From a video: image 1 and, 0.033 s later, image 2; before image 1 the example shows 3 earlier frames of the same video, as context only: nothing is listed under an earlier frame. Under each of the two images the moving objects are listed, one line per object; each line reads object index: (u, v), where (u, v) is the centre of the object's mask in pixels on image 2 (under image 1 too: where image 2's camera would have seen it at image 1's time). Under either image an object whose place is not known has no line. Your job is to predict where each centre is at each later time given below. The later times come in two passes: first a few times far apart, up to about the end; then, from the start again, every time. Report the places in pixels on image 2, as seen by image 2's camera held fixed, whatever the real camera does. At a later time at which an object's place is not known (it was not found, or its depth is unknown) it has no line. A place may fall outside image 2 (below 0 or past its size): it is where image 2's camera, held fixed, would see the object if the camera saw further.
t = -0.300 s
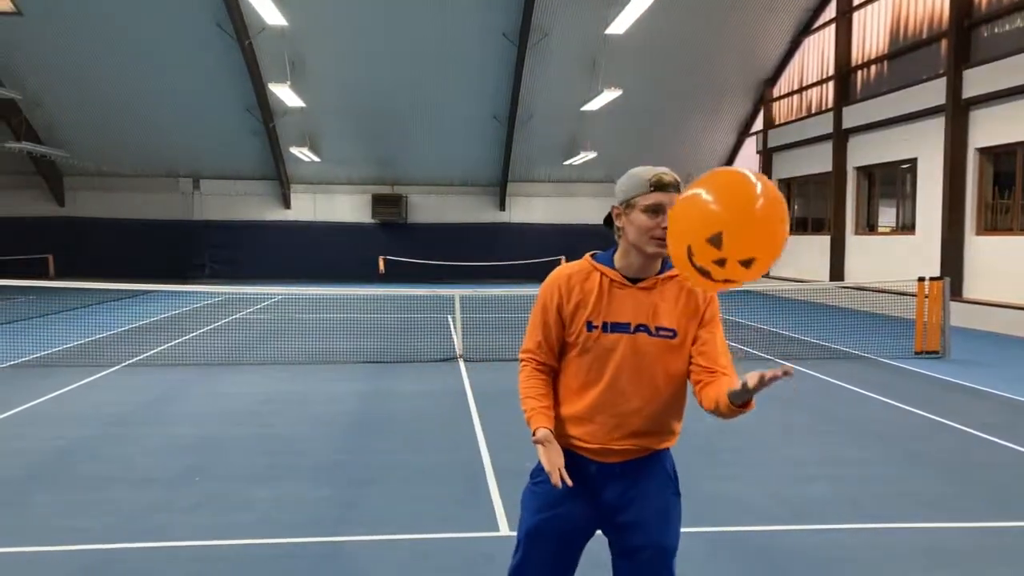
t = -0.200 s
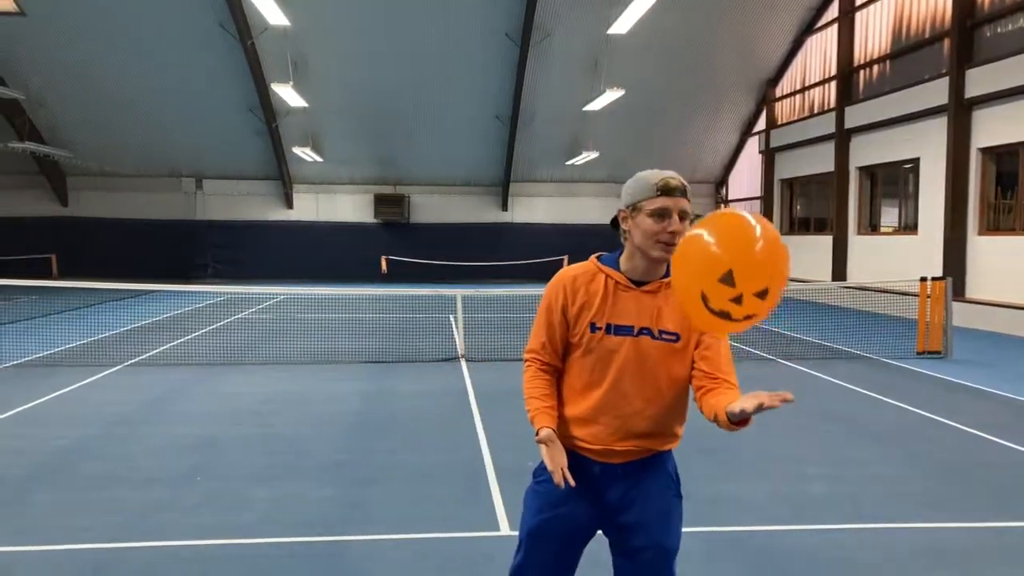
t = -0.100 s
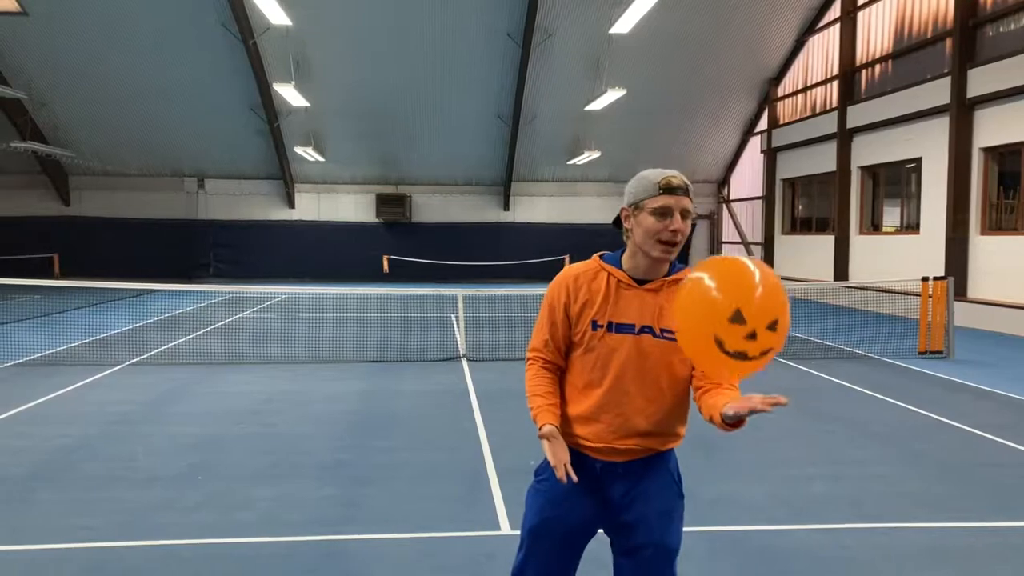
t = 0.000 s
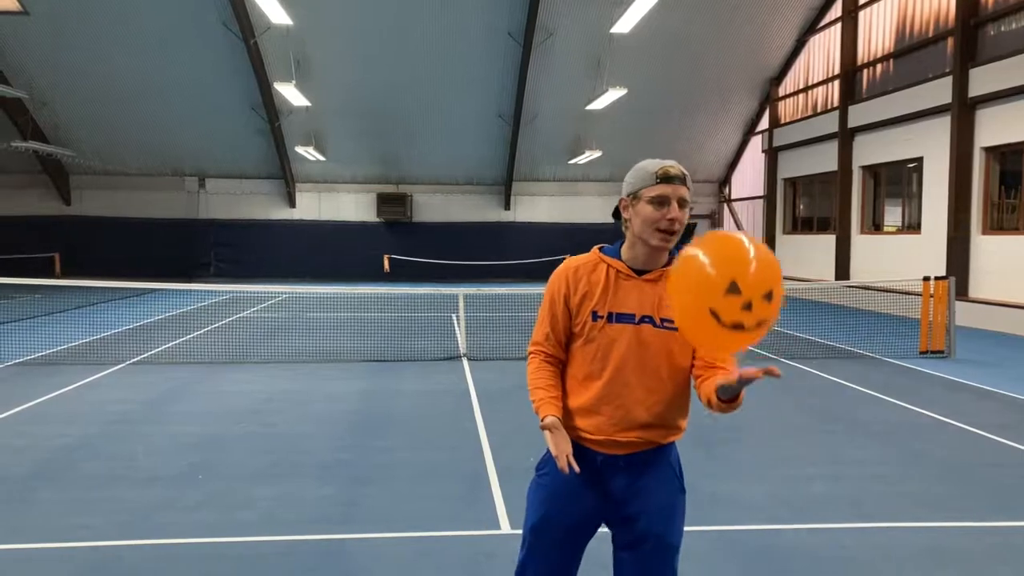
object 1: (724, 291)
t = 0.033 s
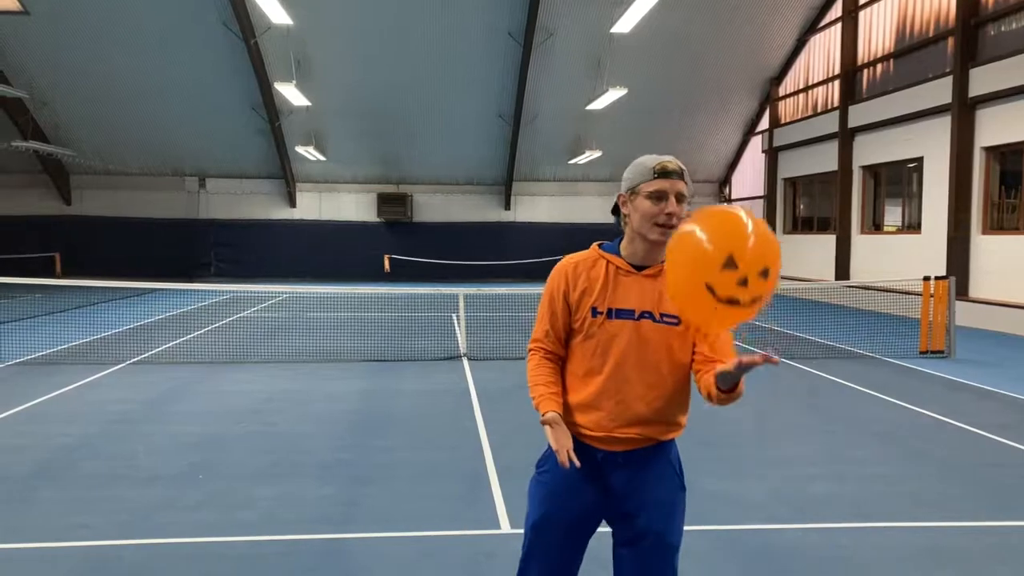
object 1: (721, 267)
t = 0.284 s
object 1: (714, 112)
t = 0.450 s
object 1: (713, 48)
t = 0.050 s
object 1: (720, 255)
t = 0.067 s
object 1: (719, 244)
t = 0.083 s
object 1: (720, 231)
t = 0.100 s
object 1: (719, 218)
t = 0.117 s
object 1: (718, 207)
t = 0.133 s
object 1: (717, 198)
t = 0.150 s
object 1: (716, 187)
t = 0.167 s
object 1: (716, 177)
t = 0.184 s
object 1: (715, 167)
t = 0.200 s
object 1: (715, 157)
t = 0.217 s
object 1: (714, 148)
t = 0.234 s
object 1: (714, 139)
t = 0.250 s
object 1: (714, 130)
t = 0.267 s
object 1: (715, 121)
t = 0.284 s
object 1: (714, 112)
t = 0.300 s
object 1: (714, 104)
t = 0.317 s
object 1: (714, 97)
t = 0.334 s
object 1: (714, 89)
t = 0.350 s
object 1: (714, 82)
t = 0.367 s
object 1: (714, 75)
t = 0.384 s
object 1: (714, 68)
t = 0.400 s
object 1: (714, 61)
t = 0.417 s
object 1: (713, 56)
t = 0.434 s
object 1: (713, 51)
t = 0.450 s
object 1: (713, 48)
